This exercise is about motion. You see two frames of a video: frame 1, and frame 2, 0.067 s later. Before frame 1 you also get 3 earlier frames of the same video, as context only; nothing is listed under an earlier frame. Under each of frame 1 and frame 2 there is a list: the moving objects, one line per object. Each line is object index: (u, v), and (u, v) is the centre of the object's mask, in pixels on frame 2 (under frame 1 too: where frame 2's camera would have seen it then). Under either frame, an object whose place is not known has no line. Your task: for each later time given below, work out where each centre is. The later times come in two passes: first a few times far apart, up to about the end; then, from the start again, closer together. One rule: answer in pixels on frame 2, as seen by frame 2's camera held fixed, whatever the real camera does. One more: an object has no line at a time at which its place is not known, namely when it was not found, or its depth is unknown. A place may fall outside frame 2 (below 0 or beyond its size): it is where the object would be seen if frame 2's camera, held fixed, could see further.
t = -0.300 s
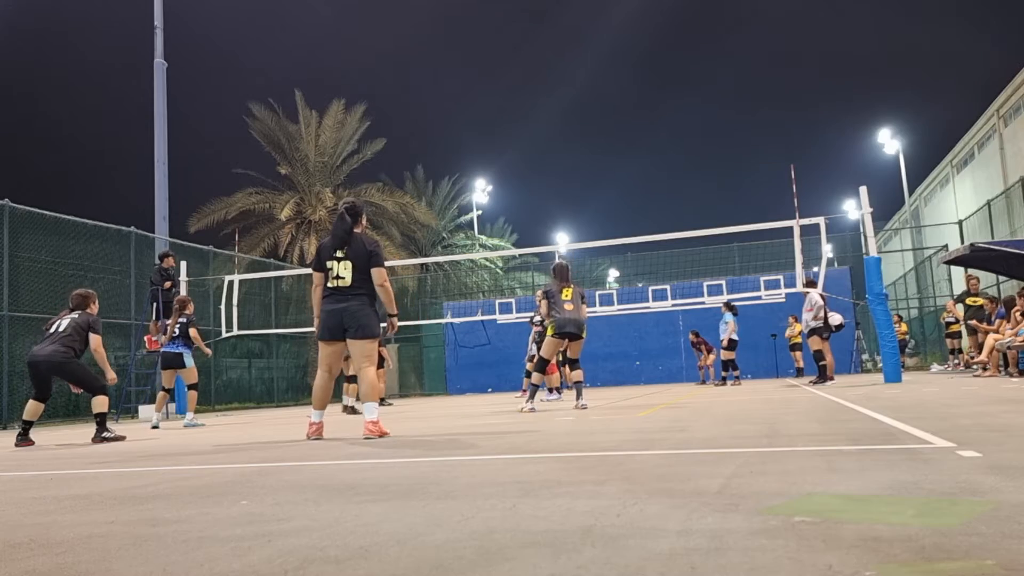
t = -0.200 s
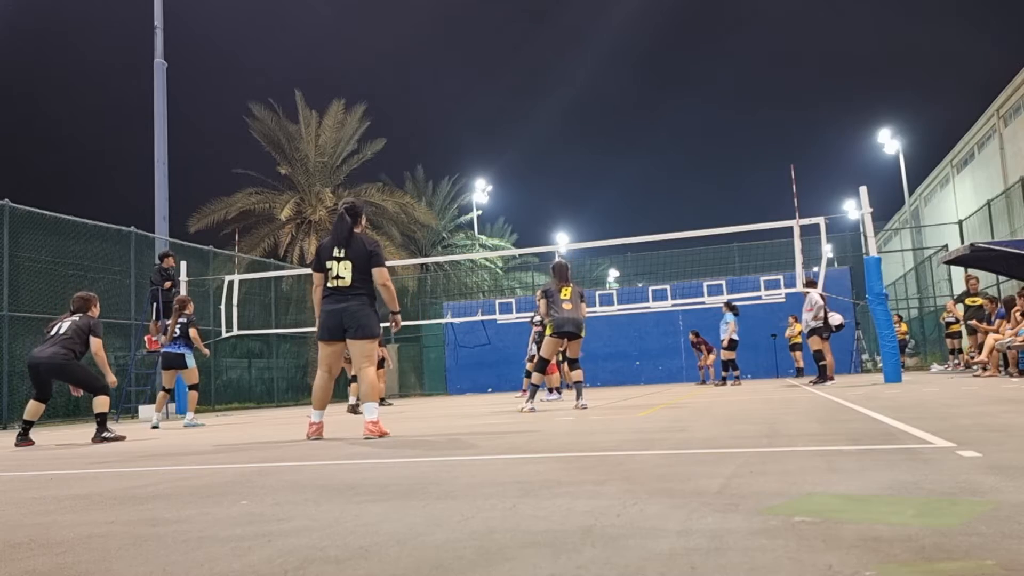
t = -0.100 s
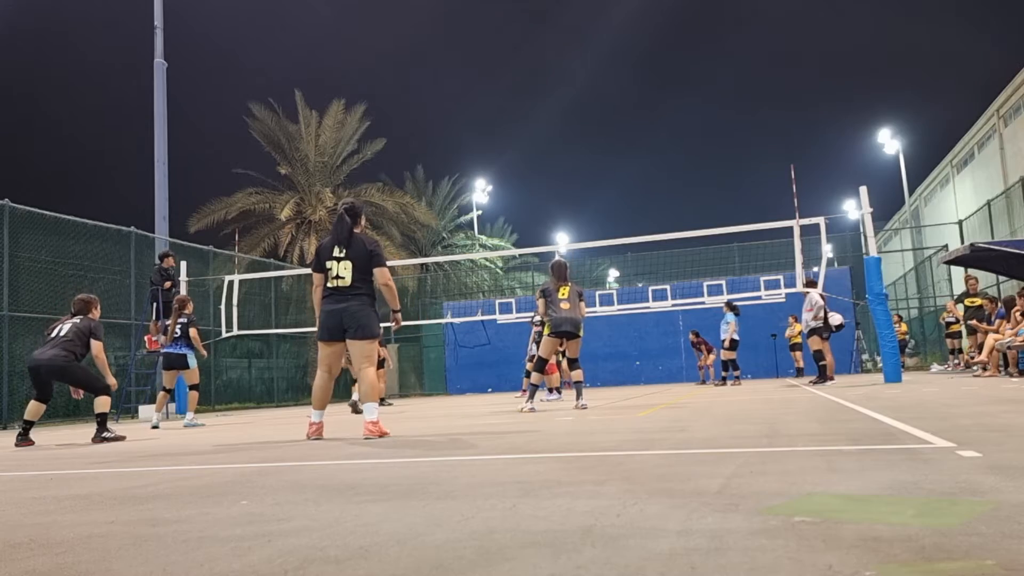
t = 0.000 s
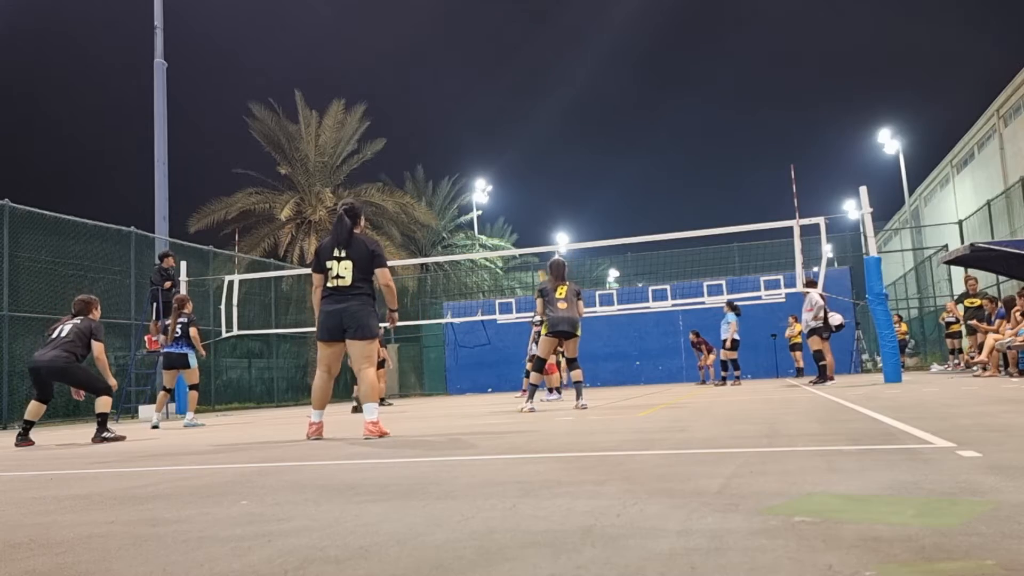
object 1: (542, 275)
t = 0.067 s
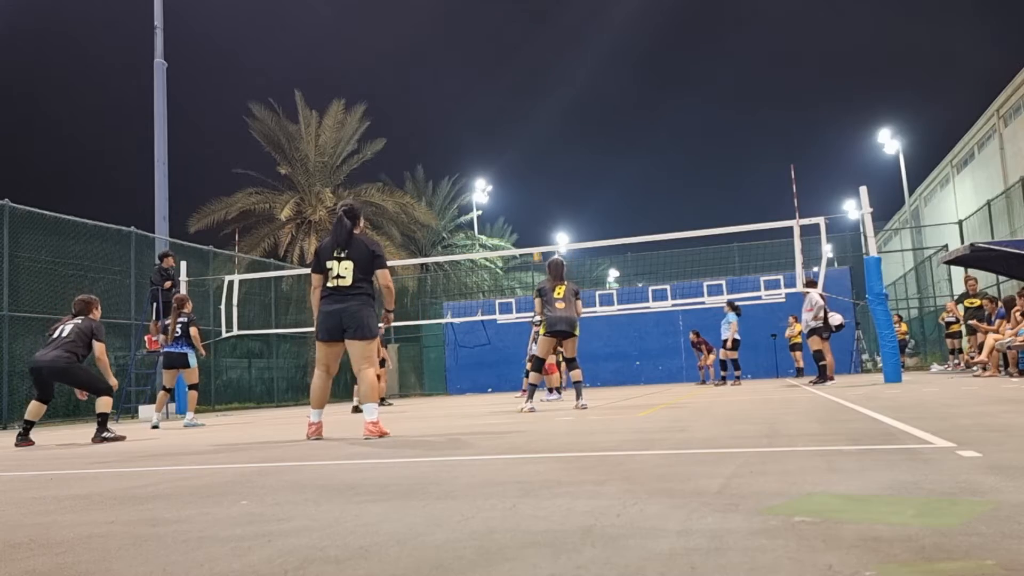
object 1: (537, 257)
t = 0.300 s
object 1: (514, 183)
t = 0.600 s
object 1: (470, 103)
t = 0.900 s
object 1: (400, 47)
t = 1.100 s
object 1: (328, 39)
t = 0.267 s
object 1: (518, 193)
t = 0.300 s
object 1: (514, 183)
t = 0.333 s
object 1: (510, 173)
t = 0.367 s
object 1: (506, 164)
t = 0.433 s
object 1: (496, 146)
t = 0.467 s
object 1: (491, 137)
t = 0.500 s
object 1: (486, 128)
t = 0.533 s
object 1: (481, 120)
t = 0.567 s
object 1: (475, 112)
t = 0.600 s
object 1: (470, 103)
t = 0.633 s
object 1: (463, 96)
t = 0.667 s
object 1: (457, 89)
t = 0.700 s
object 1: (450, 82)
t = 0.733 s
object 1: (443, 75)
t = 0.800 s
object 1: (427, 63)
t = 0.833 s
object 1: (419, 57)
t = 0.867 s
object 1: (410, 53)
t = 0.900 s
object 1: (400, 47)
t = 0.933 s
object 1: (391, 44)
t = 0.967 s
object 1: (381, 41)
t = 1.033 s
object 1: (357, 37)
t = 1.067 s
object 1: (343, 37)
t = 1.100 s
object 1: (328, 39)
